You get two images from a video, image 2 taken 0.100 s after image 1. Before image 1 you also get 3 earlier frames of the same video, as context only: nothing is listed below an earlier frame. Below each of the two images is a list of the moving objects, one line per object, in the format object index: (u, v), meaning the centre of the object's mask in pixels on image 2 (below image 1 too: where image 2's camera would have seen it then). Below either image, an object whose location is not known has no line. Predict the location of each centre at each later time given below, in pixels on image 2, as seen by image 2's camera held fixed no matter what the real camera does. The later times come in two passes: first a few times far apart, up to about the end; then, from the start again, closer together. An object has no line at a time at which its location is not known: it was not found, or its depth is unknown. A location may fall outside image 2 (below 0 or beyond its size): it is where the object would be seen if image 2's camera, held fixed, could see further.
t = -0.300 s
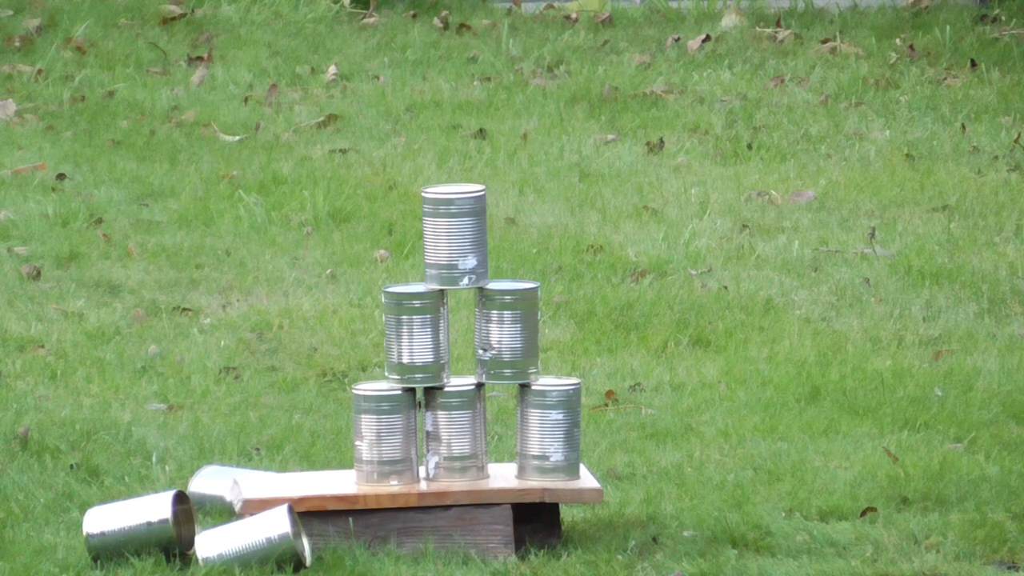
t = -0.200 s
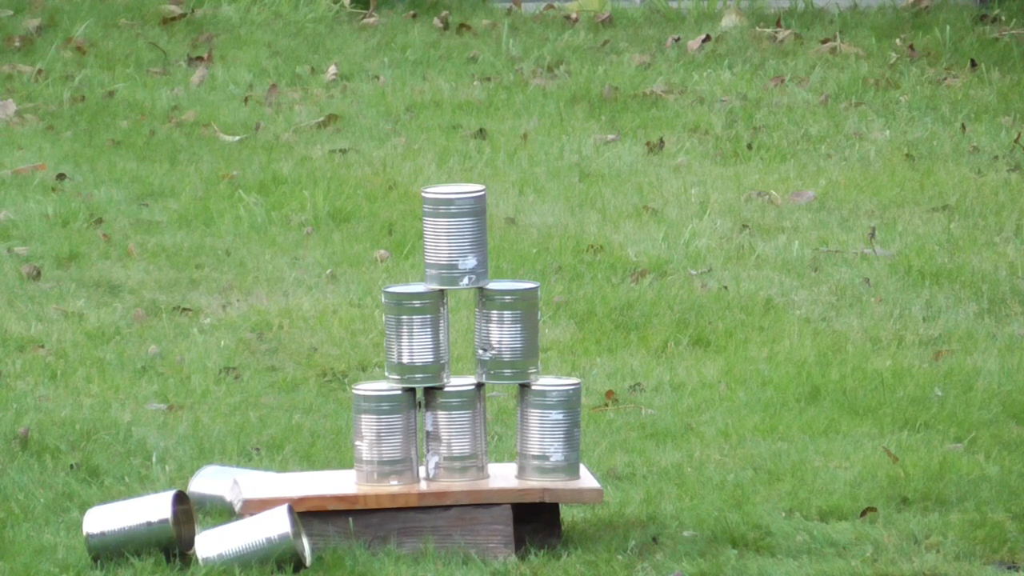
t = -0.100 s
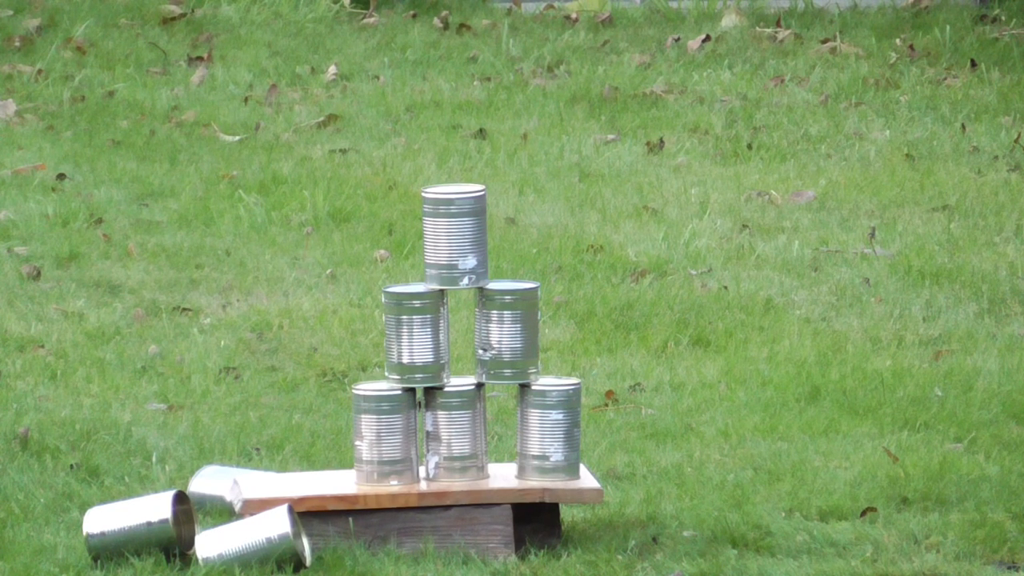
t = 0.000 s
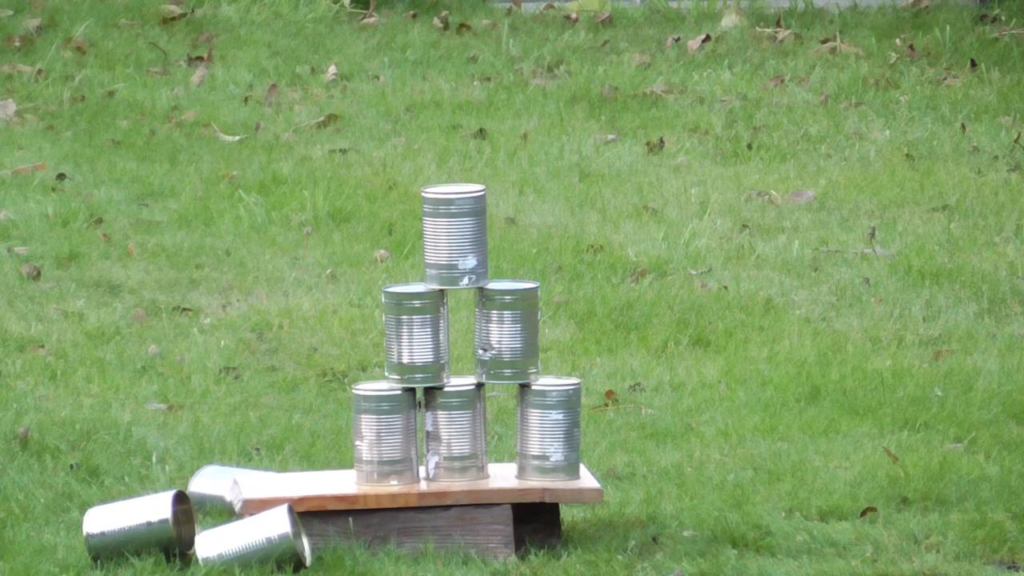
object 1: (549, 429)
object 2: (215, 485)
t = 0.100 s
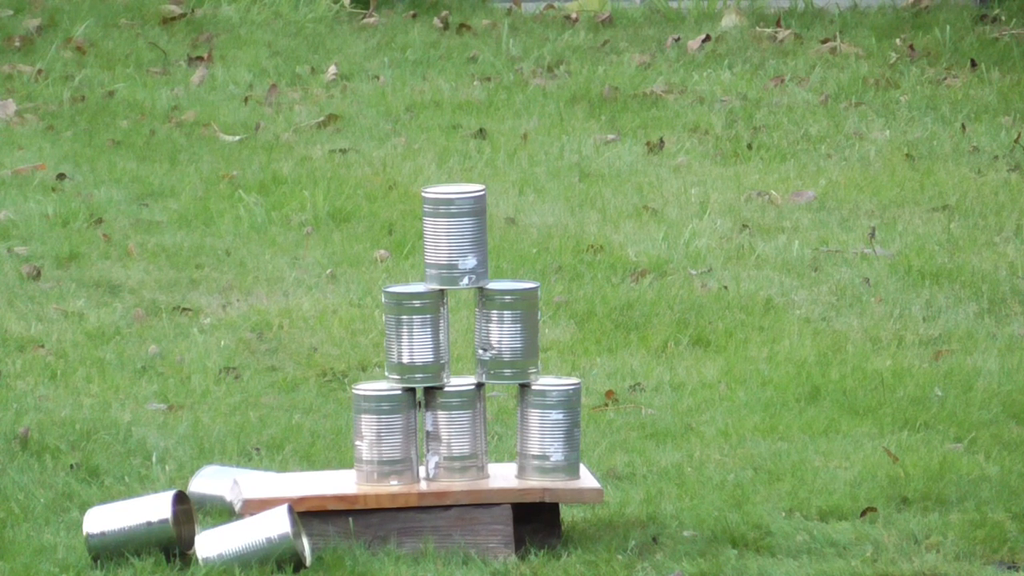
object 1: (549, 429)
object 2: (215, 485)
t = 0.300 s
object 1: (549, 429)
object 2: (215, 485)
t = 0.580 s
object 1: (550, 430)
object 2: (215, 485)
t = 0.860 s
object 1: (561, 429)
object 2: (194, 492)
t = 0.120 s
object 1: (549, 429)
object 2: (215, 485)
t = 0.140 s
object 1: (549, 429)
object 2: (215, 485)
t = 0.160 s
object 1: (549, 429)
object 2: (215, 485)
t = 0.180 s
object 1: (549, 429)
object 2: (215, 485)
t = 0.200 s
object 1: (549, 429)
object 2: (215, 485)
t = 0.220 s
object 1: (549, 429)
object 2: (215, 485)
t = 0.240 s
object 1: (549, 429)
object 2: (215, 485)
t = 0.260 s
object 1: (549, 429)
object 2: (215, 485)
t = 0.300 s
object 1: (549, 429)
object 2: (215, 485)
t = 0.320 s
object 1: (549, 429)
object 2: (215, 485)
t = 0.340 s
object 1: (549, 429)
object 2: (215, 485)
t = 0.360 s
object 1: (549, 429)
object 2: (215, 485)
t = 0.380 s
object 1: (549, 430)
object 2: (215, 485)
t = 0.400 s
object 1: (549, 430)
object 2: (215, 485)
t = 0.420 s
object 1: (549, 430)
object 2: (215, 485)
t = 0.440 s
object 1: (549, 430)
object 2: (215, 485)
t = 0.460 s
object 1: (549, 430)
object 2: (215, 485)
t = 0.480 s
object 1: (549, 430)
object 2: (215, 485)
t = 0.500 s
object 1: (549, 430)
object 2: (215, 485)
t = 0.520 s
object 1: (549, 430)
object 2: (215, 485)
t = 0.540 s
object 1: (549, 430)
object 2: (215, 485)
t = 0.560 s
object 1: (550, 430)
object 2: (215, 485)
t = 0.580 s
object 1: (550, 430)
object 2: (215, 485)
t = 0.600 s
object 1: (551, 430)
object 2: (215, 485)
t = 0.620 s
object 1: (554, 429)
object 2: (215, 485)
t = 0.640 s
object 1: (557, 429)
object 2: (215, 485)
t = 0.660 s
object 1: (558, 429)
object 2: (215, 485)
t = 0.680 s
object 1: (559, 429)
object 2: (215, 485)
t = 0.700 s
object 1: (559, 429)
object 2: (215, 485)
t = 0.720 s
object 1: (559, 429)
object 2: (215, 485)
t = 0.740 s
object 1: (559, 429)
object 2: (215, 485)
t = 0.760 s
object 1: (559, 429)
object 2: (214, 485)
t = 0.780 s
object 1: (560, 429)
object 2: (211, 486)
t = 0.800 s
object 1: (561, 429)
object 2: (208, 487)
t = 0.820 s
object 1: (561, 429)
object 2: (204, 489)
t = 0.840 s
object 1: (561, 429)
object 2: (198, 488)
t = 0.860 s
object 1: (561, 429)
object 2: (194, 492)
